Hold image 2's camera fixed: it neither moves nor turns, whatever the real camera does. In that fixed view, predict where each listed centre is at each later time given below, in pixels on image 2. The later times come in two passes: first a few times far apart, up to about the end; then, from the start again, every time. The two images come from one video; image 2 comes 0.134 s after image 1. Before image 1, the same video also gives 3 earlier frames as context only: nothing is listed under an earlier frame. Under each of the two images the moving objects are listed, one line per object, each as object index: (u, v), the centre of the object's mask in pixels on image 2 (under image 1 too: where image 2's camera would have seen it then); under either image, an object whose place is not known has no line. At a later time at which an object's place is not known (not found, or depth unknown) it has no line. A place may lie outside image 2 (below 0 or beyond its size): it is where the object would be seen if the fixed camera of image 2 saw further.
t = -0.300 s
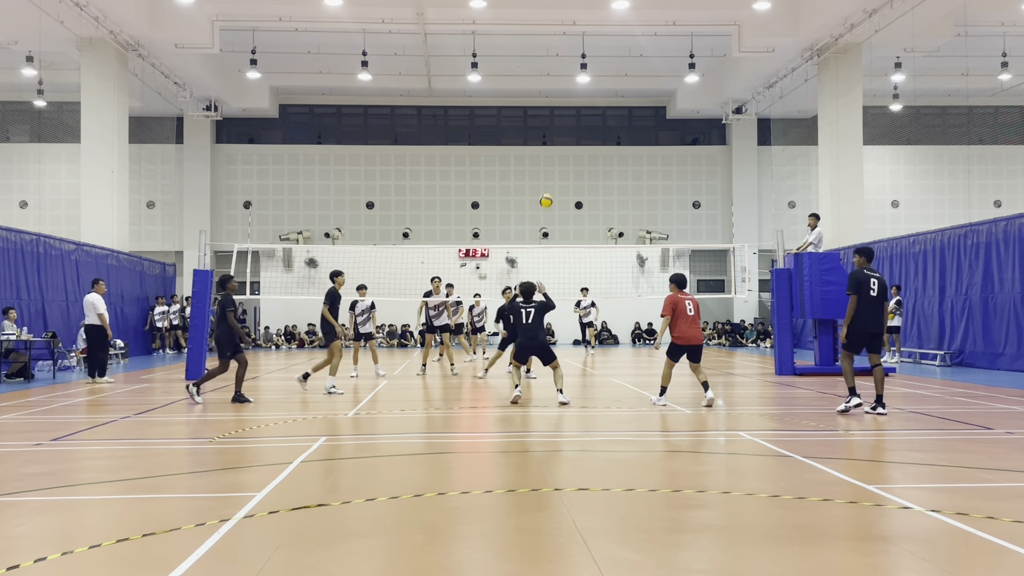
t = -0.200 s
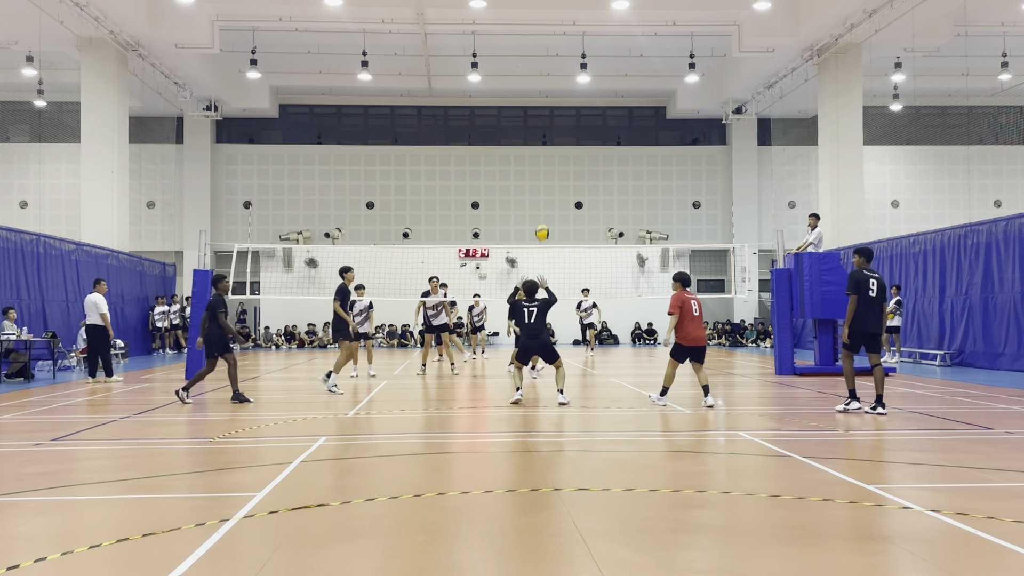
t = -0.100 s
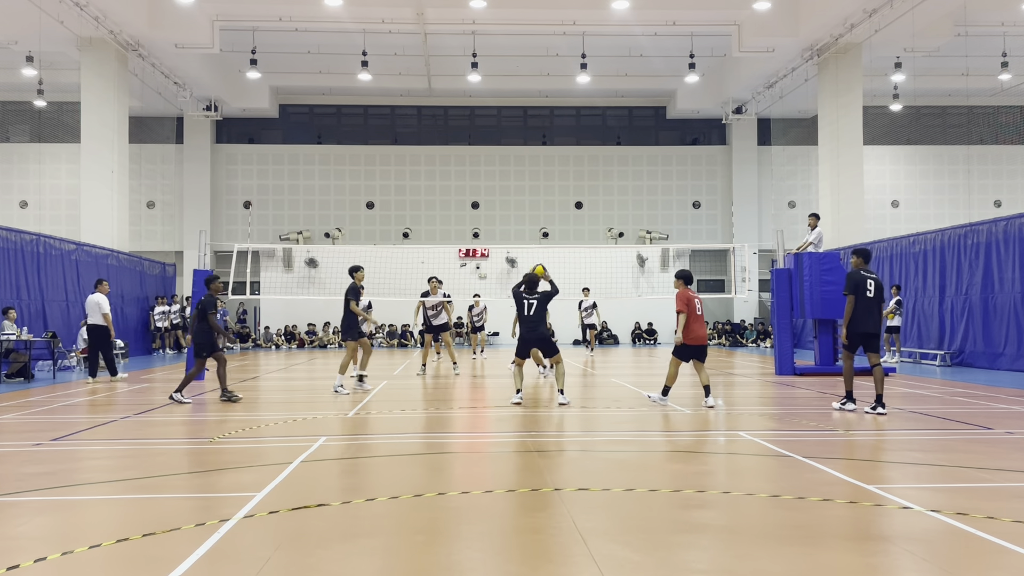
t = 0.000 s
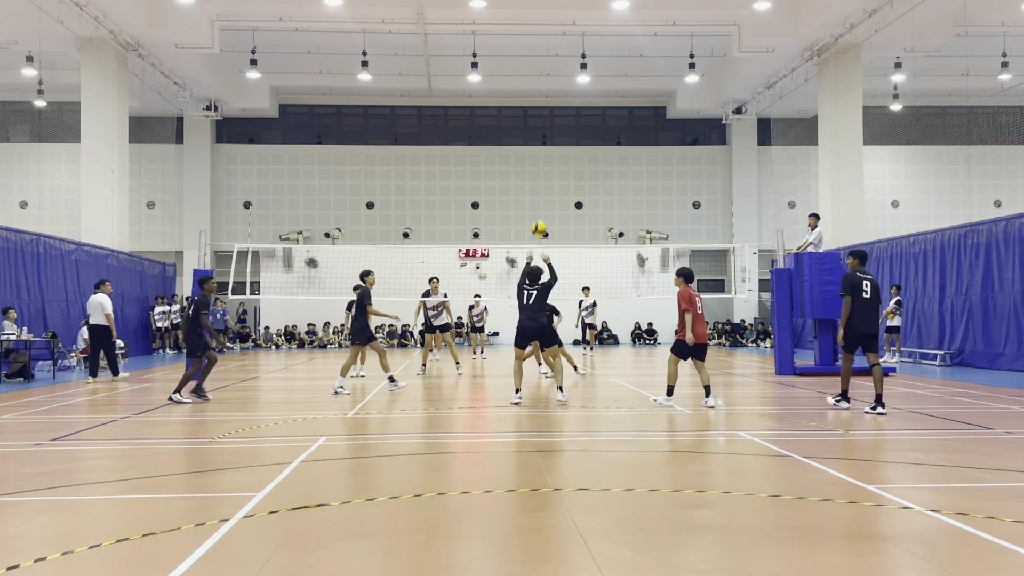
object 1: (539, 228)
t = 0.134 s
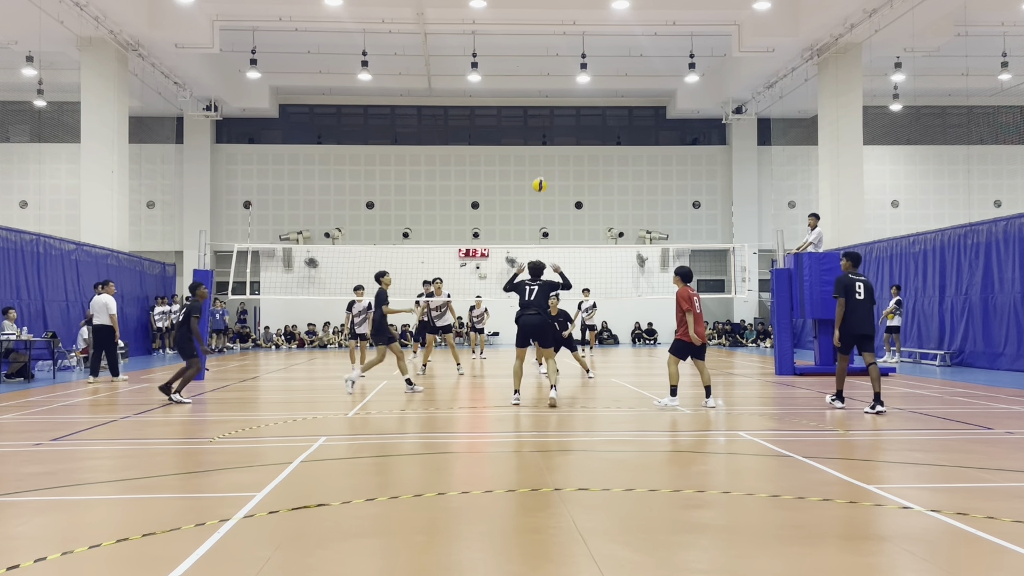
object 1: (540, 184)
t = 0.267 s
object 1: (541, 157)
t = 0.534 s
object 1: (543, 142)
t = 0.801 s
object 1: (545, 169)
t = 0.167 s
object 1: (540, 176)
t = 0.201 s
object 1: (540, 168)
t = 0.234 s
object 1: (540, 162)
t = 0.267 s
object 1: (541, 157)
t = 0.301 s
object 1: (541, 153)
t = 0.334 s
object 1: (541, 149)
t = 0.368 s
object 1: (541, 146)
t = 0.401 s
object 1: (542, 144)
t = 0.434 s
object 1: (542, 143)
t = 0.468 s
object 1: (542, 142)
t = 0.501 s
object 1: (542, 142)
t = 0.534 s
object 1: (543, 142)
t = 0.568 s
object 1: (543, 144)
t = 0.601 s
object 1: (543, 146)
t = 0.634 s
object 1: (544, 149)
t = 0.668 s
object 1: (544, 152)
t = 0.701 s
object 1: (544, 155)
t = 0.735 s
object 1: (545, 160)
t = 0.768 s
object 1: (545, 164)
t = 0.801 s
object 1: (545, 169)
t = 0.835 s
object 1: (545, 175)
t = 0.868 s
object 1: (545, 181)
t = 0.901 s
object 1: (546, 188)
